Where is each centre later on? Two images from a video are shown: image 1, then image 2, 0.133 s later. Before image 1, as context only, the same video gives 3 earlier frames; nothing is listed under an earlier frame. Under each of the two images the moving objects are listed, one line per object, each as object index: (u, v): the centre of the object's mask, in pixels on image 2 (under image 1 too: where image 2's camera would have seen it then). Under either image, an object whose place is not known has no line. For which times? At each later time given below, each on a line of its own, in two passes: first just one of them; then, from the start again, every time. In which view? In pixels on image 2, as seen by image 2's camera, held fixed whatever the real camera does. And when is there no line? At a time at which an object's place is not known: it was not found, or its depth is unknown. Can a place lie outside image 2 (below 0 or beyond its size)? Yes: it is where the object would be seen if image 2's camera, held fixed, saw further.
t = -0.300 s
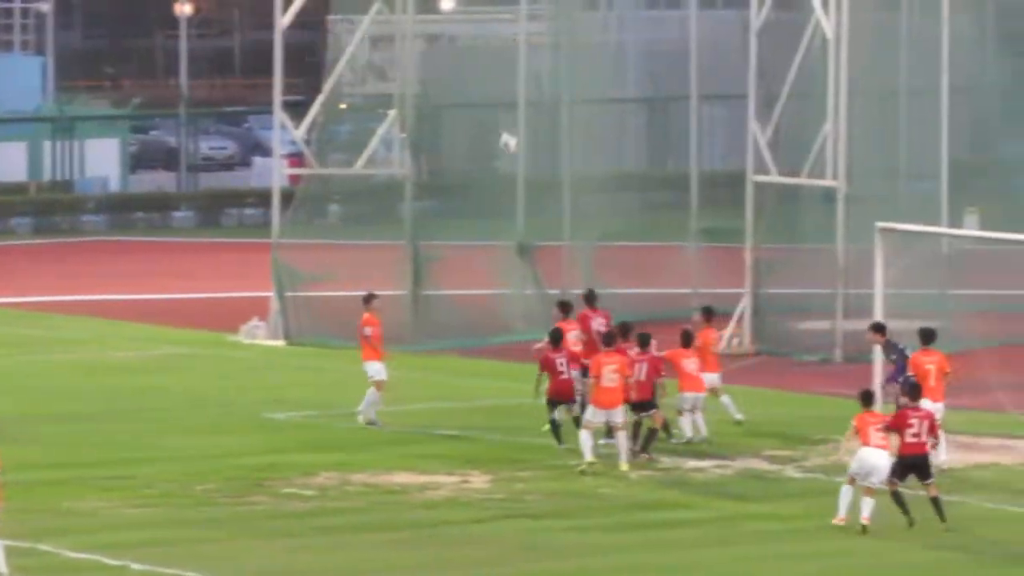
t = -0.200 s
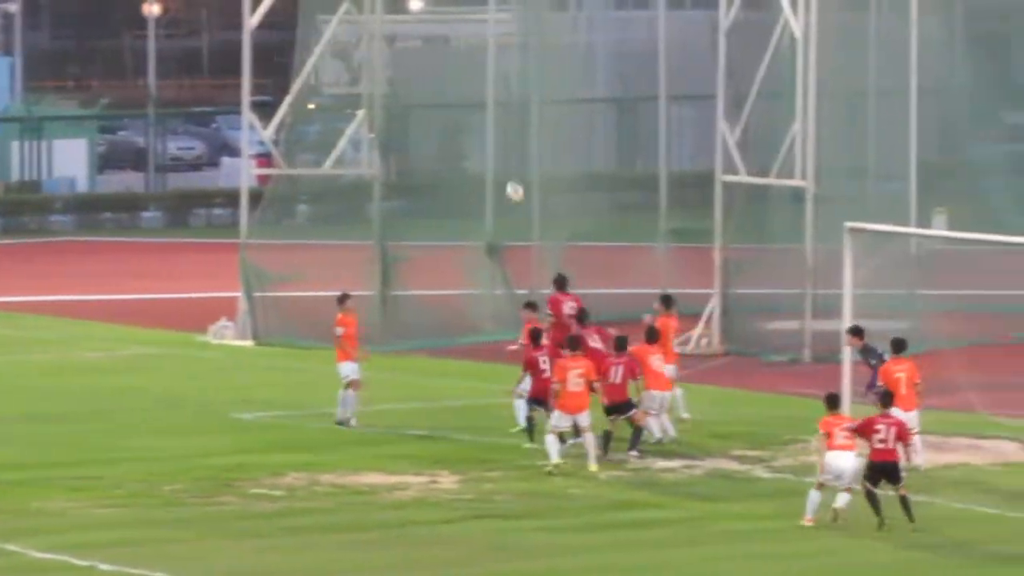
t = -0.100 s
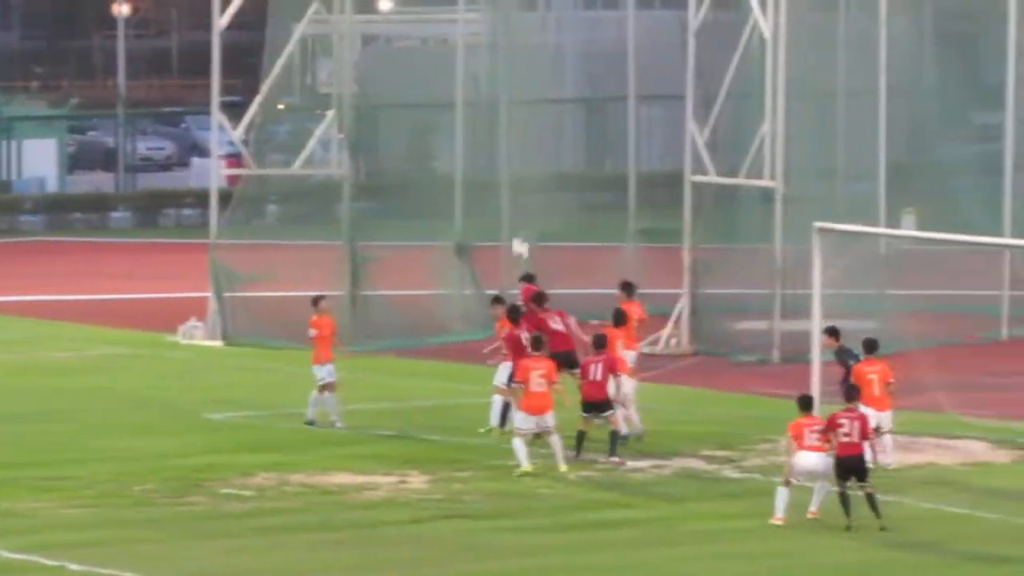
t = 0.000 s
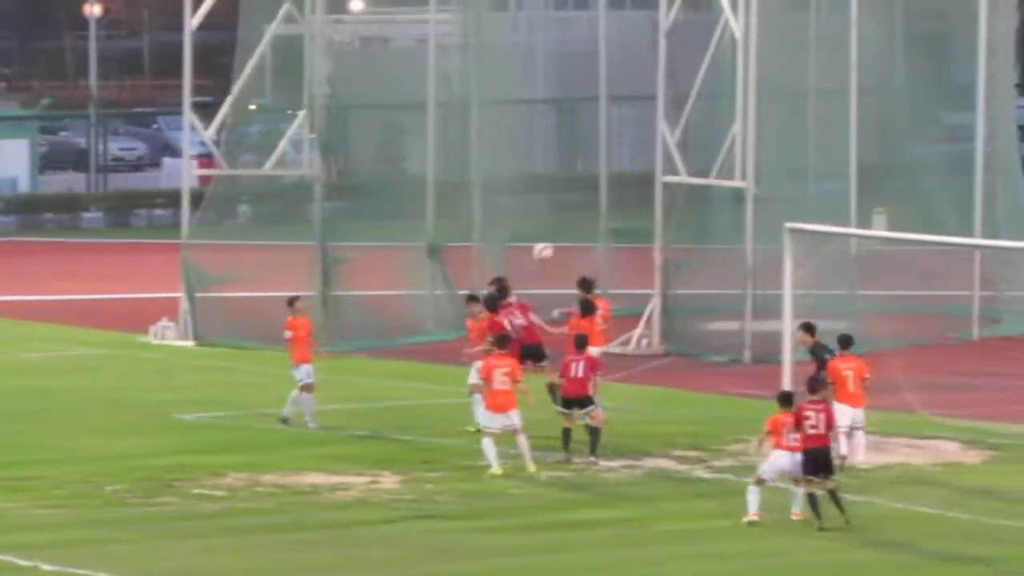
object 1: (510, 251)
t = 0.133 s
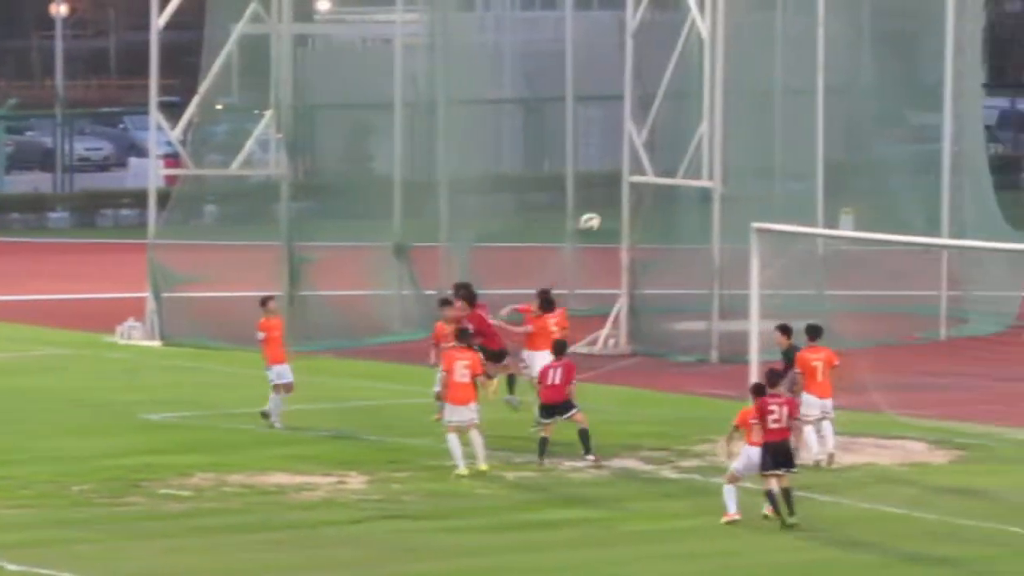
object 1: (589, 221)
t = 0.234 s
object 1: (648, 209)
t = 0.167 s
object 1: (609, 217)
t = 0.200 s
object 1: (628, 213)
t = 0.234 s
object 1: (648, 209)
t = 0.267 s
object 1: (668, 207)
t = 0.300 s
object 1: (688, 204)
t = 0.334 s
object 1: (708, 204)
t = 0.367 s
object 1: (728, 204)
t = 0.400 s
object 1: (748, 205)
